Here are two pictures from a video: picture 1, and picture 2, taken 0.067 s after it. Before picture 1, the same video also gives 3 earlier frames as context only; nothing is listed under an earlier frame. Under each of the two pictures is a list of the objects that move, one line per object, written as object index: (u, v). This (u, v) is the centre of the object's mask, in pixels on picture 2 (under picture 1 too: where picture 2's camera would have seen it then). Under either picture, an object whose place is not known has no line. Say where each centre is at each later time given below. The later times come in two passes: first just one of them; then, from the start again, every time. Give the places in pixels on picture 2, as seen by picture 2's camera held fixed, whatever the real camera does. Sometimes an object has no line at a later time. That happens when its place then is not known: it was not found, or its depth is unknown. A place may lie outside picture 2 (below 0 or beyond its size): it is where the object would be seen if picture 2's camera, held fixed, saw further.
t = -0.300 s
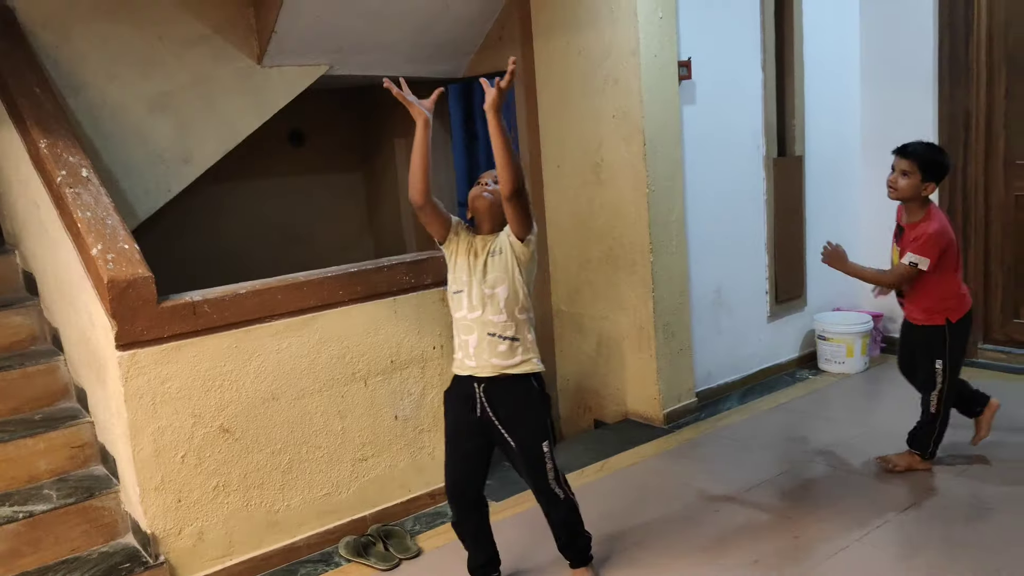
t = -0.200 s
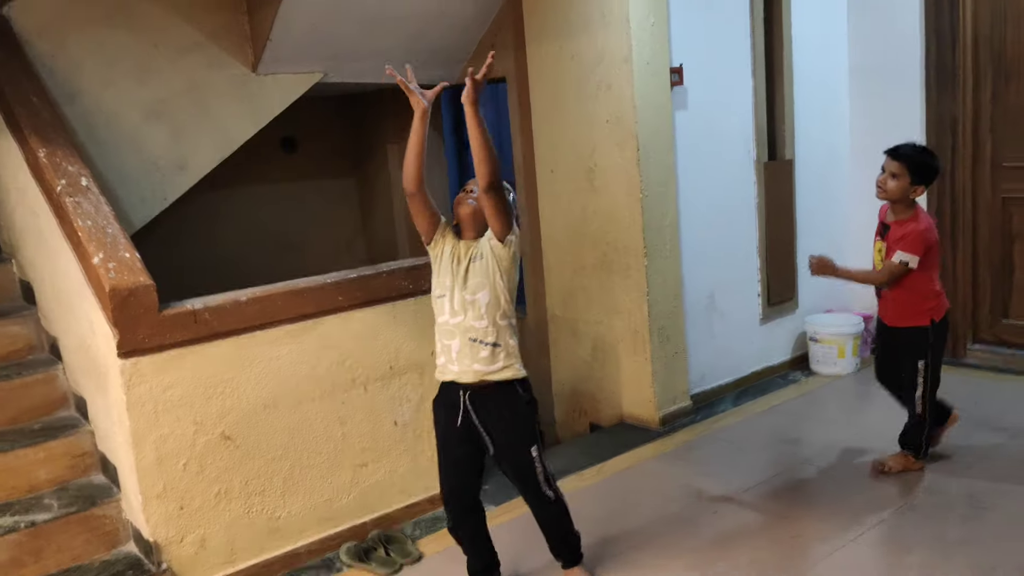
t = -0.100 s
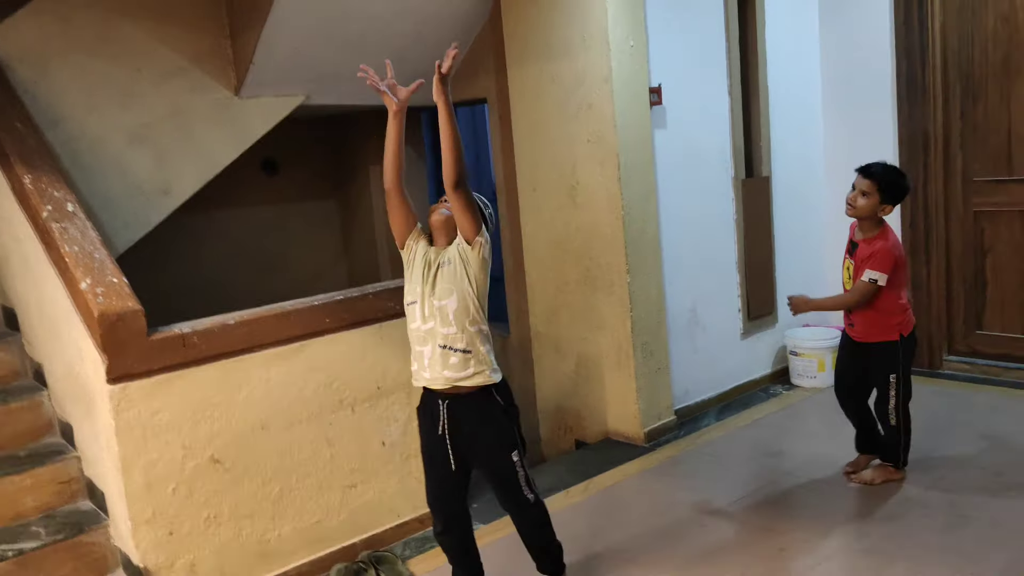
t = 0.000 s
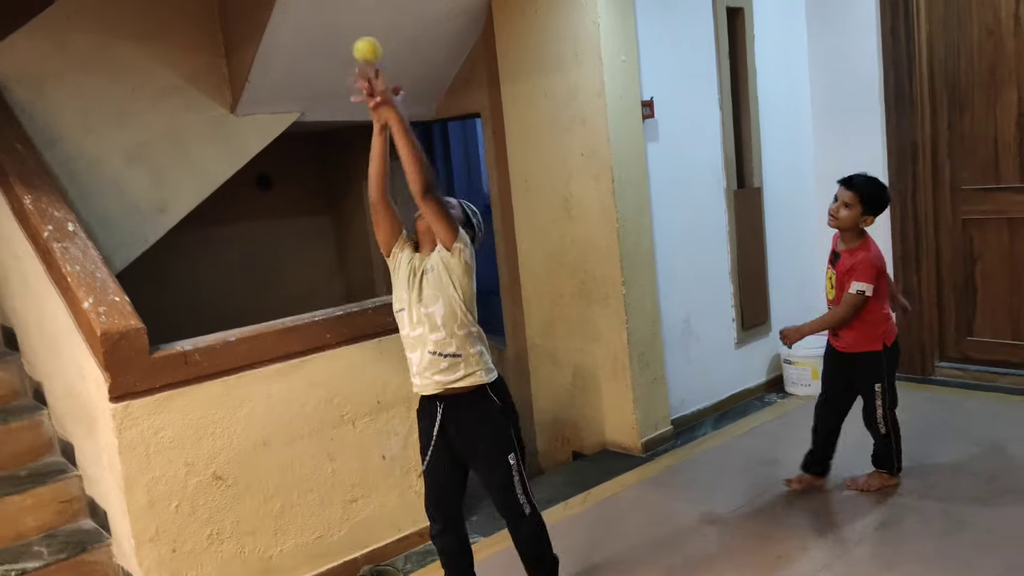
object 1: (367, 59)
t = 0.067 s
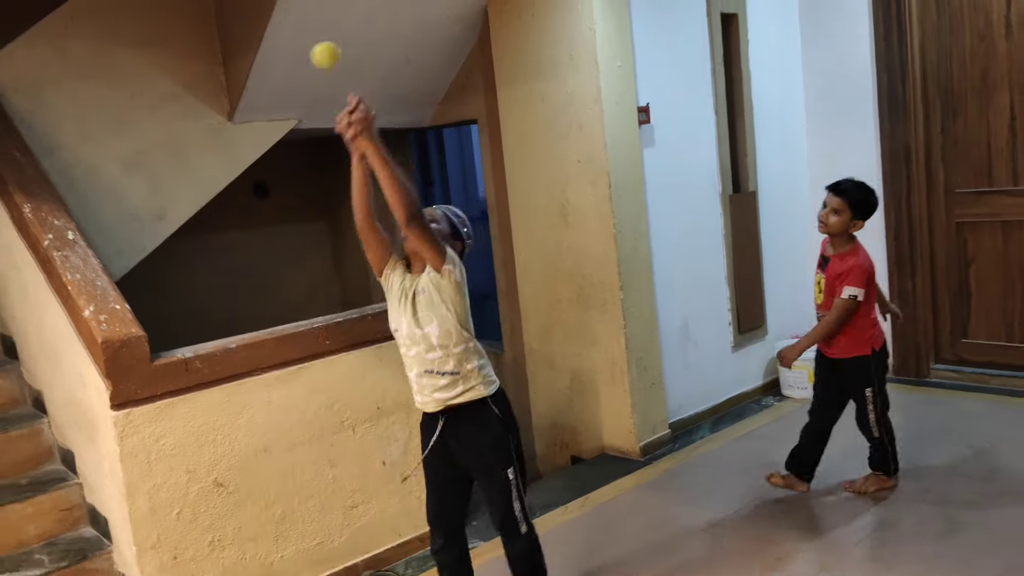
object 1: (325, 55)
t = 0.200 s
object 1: (249, 104)
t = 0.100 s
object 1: (303, 60)
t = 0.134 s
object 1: (284, 70)
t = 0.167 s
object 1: (267, 86)
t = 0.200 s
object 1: (249, 104)
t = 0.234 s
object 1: (231, 125)
